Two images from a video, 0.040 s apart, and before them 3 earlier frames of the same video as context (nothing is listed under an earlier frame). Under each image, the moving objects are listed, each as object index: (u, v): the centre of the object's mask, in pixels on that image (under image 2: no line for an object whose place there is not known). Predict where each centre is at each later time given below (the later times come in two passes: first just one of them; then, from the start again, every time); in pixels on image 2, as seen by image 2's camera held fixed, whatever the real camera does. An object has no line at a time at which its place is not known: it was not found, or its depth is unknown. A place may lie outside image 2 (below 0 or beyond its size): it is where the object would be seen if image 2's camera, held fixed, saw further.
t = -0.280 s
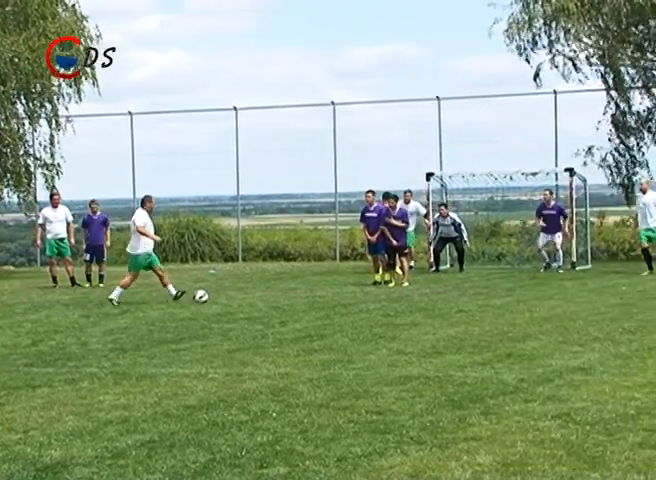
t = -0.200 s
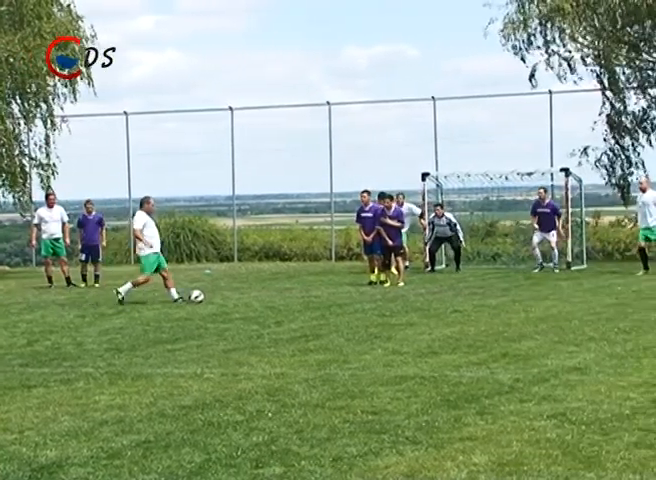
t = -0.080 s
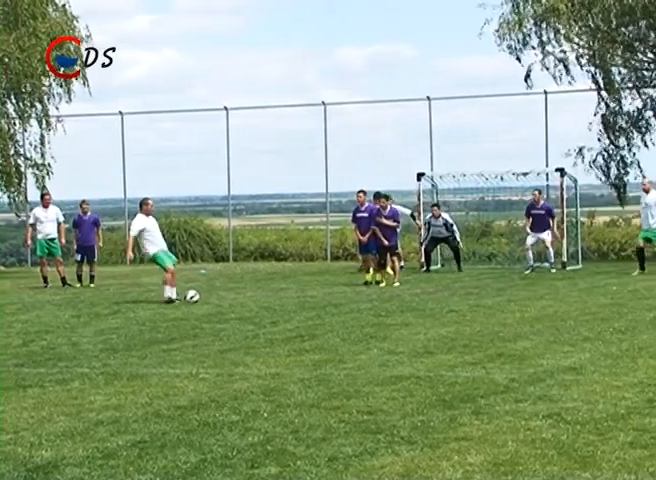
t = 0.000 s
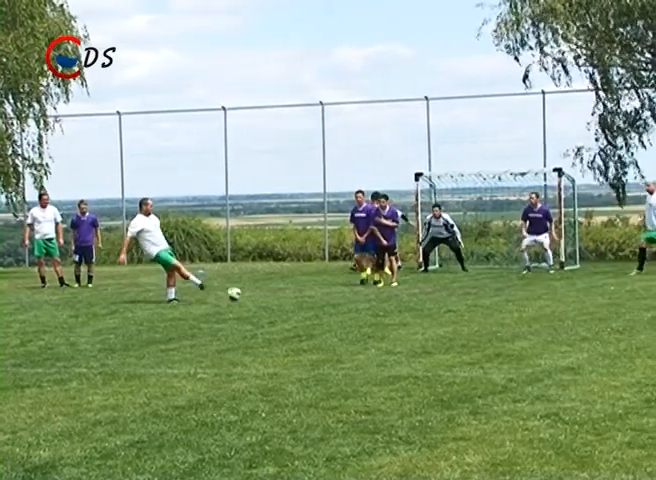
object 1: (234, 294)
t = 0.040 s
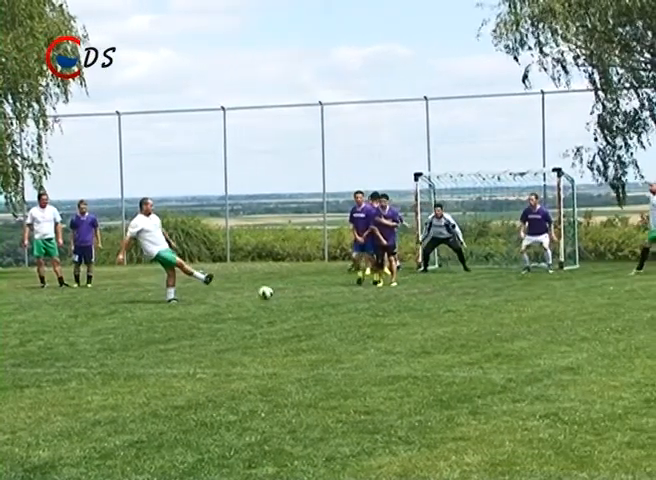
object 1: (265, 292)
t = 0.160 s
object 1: (352, 287)
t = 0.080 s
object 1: (297, 292)
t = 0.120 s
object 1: (325, 290)
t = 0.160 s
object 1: (352, 287)
